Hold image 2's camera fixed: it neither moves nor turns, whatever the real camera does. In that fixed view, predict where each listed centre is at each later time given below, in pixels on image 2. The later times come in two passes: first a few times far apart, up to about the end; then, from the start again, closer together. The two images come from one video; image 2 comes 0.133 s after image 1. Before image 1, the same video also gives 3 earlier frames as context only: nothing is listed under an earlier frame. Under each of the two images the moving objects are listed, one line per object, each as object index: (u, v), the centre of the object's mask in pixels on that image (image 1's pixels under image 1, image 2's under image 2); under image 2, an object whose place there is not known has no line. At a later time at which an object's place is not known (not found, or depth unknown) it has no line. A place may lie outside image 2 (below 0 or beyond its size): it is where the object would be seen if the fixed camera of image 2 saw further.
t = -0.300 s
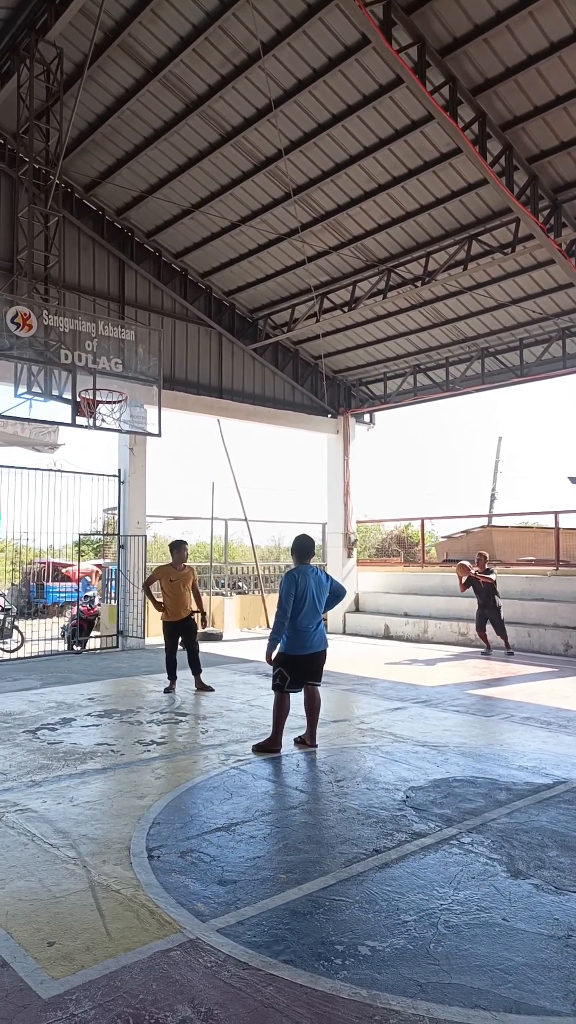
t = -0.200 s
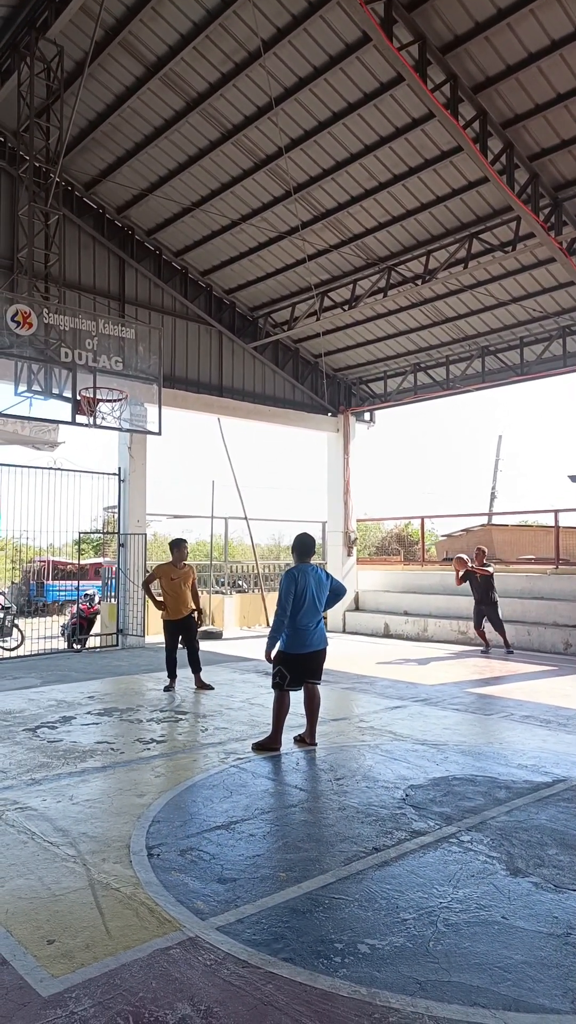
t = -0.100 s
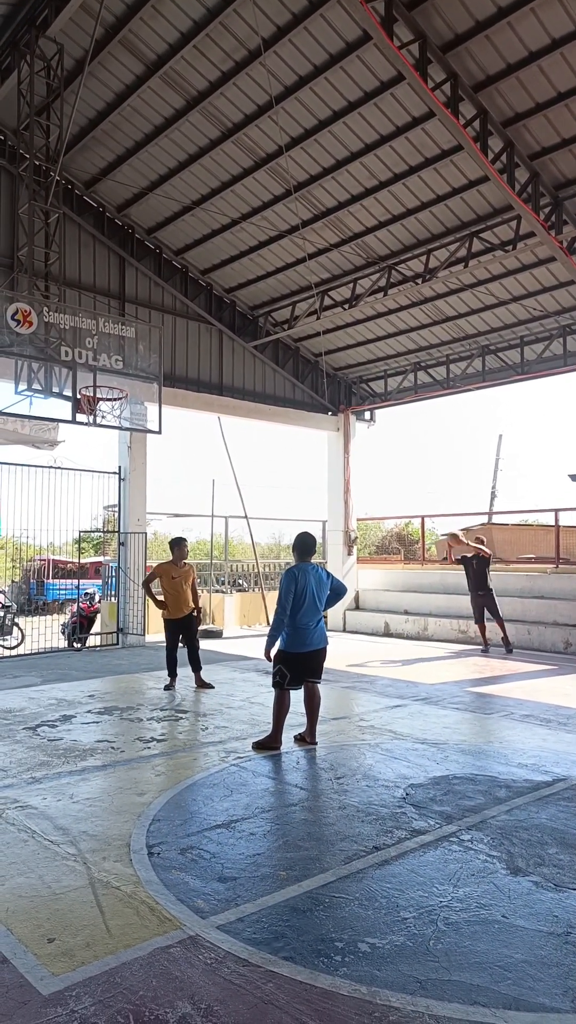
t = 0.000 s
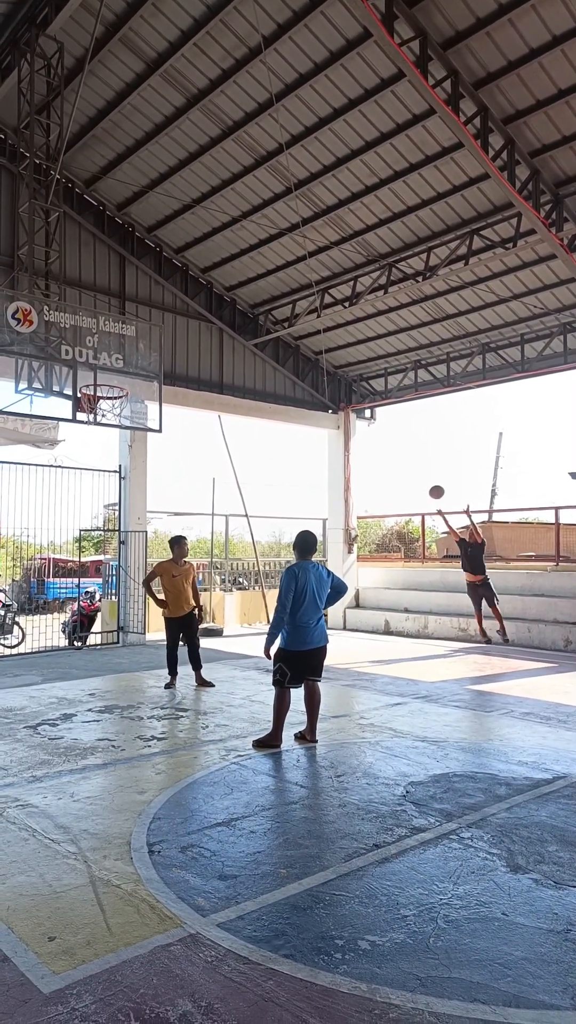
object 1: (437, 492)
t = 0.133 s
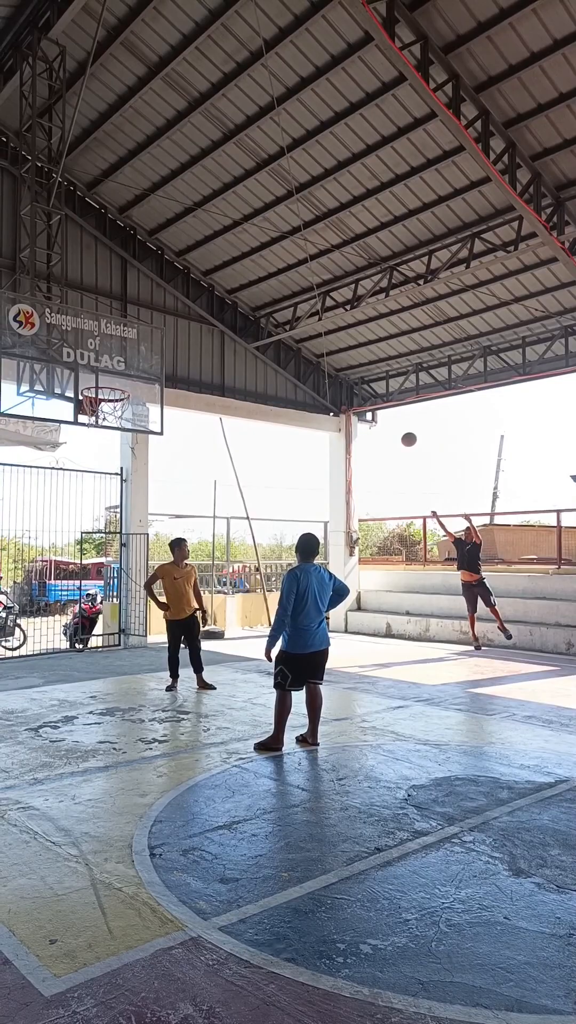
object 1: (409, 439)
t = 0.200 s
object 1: (393, 415)
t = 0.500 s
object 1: (327, 340)
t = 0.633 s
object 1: (289, 319)
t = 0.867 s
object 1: (215, 314)
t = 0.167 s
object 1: (401, 427)
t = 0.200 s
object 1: (393, 415)
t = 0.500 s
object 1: (327, 340)
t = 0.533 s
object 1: (318, 334)
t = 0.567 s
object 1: (309, 329)
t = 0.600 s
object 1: (299, 324)
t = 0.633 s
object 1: (289, 319)
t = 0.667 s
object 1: (279, 316)
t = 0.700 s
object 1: (269, 314)
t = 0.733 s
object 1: (259, 312)
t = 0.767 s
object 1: (248, 311)
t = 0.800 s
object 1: (237, 312)
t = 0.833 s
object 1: (226, 312)
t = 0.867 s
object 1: (215, 314)
